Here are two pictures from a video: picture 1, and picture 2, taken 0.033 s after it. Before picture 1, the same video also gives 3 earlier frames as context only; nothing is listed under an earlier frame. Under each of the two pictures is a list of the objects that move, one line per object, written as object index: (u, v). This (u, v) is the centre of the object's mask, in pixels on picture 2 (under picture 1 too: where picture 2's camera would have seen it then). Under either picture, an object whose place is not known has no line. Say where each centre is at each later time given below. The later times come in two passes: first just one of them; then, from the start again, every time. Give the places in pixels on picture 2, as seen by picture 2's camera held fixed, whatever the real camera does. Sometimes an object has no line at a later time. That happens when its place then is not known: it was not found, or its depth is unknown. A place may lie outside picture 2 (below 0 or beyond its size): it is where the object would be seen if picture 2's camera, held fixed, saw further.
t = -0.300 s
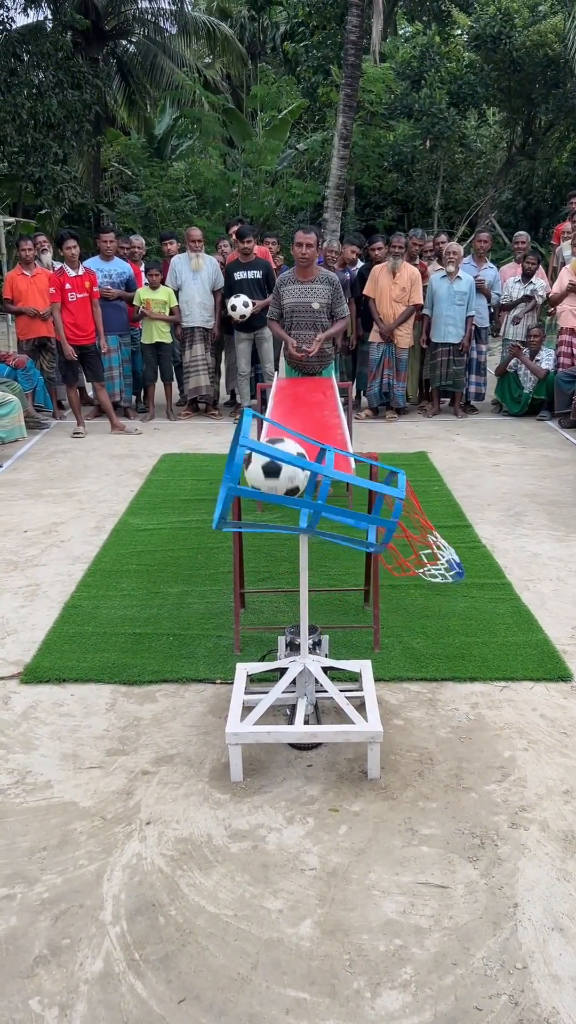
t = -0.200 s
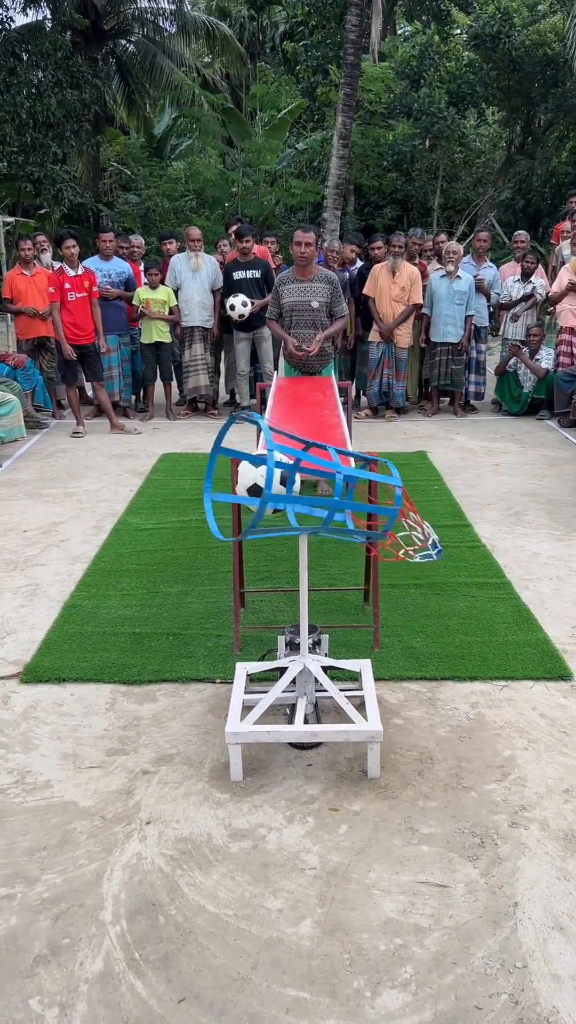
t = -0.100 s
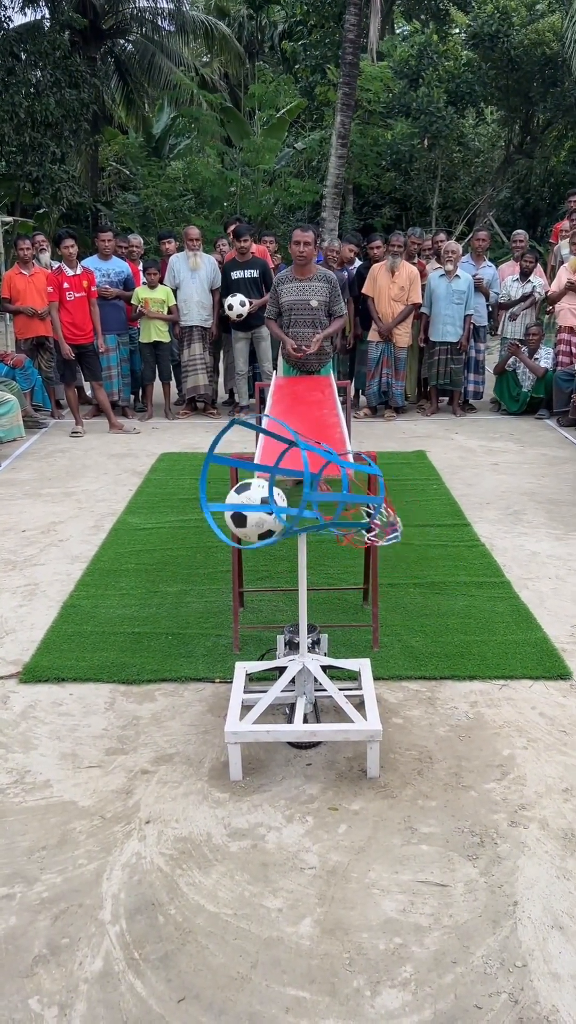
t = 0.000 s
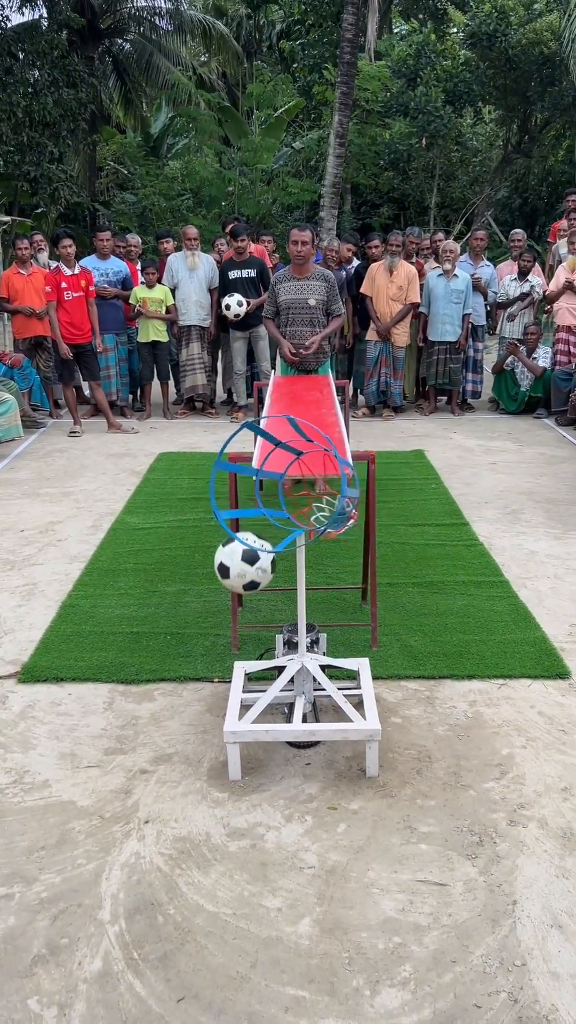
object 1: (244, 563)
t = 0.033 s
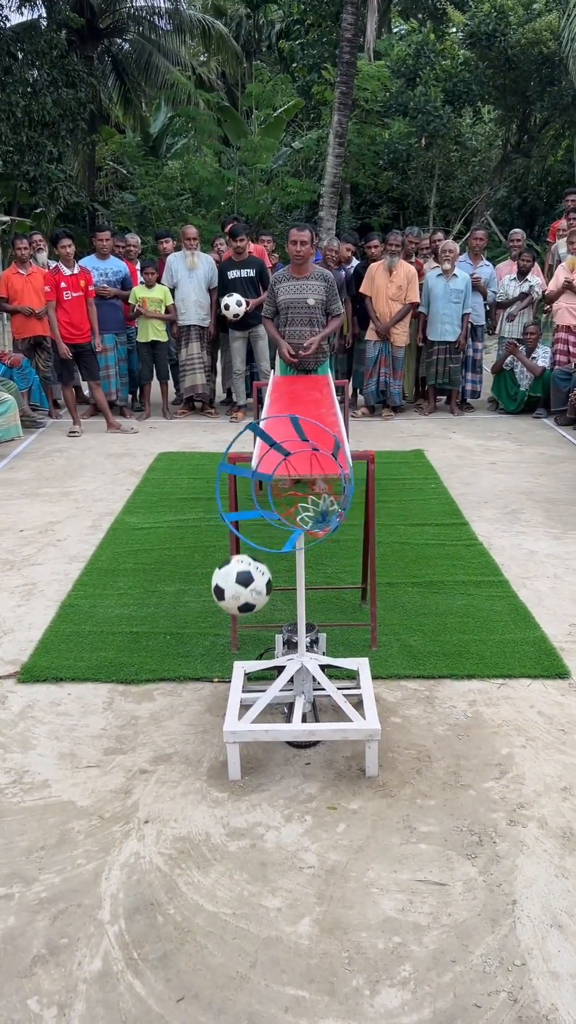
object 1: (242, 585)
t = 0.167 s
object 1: (228, 621)
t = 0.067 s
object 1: (239, 610)
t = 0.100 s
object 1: (236, 635)
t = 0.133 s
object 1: (232, 640)
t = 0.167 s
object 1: (228, 621)
